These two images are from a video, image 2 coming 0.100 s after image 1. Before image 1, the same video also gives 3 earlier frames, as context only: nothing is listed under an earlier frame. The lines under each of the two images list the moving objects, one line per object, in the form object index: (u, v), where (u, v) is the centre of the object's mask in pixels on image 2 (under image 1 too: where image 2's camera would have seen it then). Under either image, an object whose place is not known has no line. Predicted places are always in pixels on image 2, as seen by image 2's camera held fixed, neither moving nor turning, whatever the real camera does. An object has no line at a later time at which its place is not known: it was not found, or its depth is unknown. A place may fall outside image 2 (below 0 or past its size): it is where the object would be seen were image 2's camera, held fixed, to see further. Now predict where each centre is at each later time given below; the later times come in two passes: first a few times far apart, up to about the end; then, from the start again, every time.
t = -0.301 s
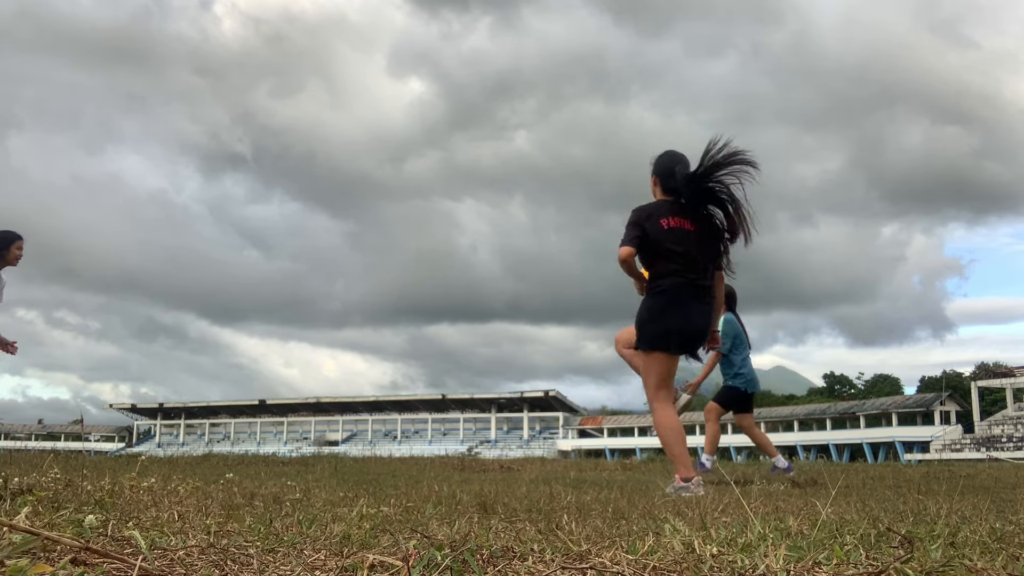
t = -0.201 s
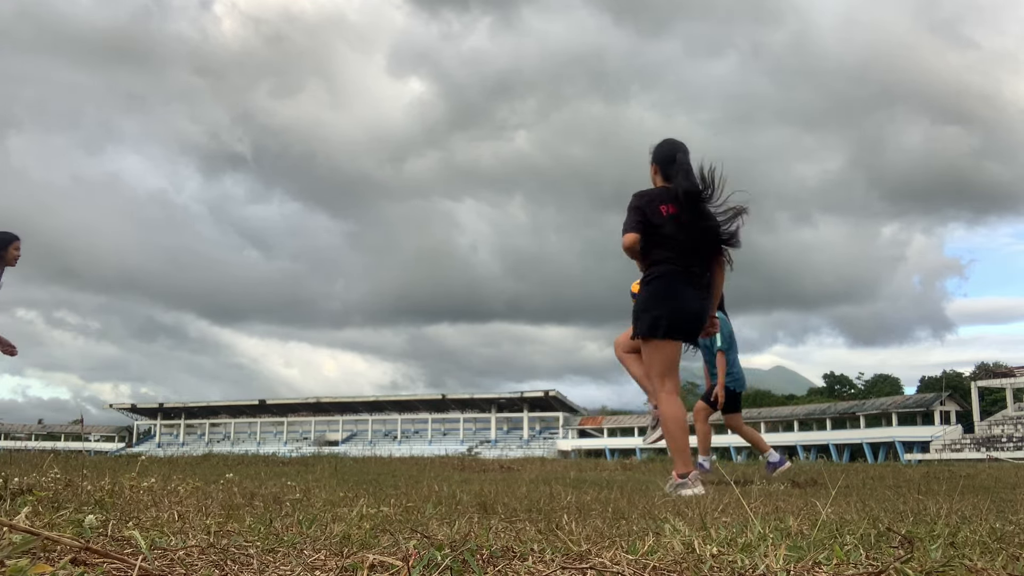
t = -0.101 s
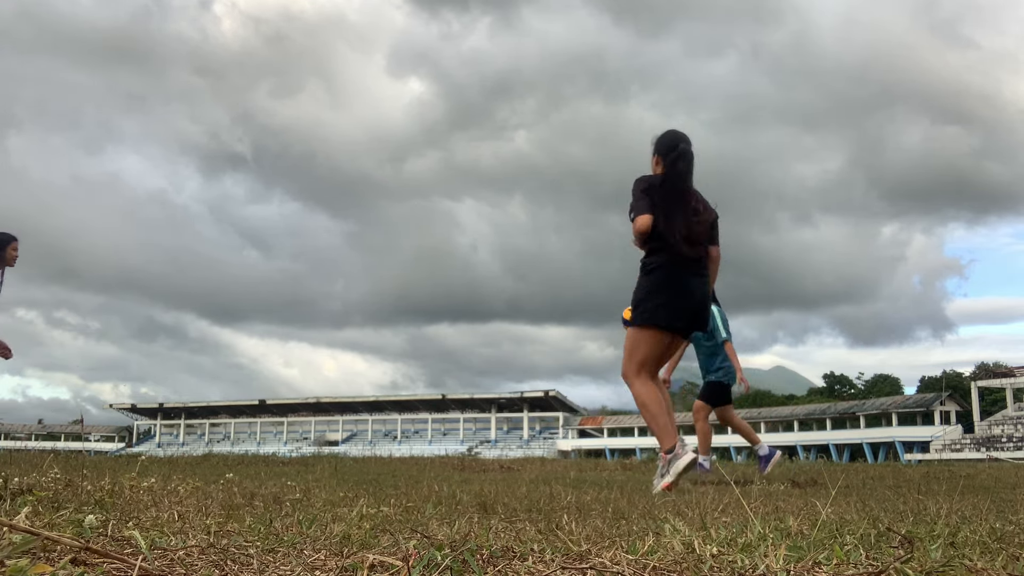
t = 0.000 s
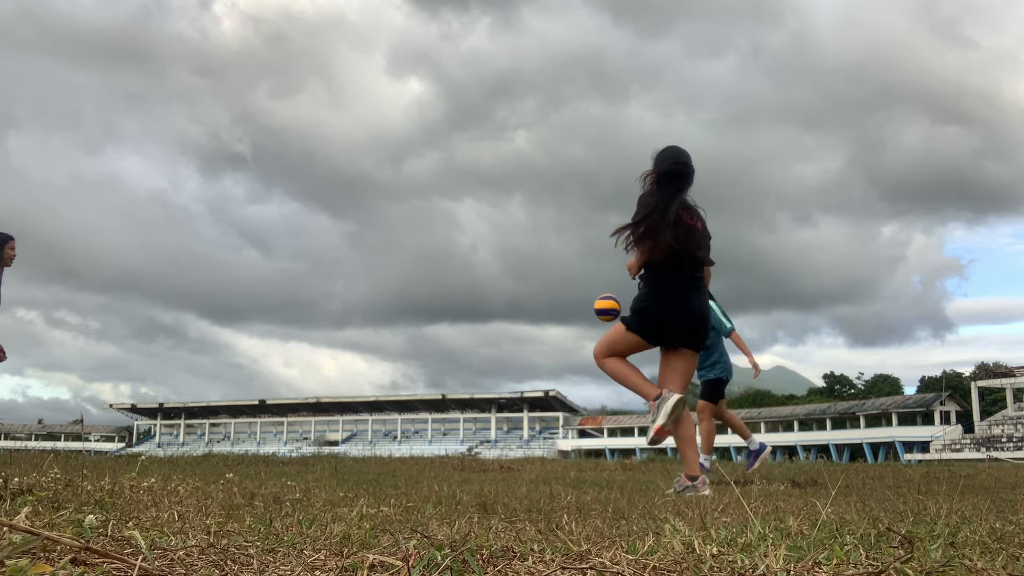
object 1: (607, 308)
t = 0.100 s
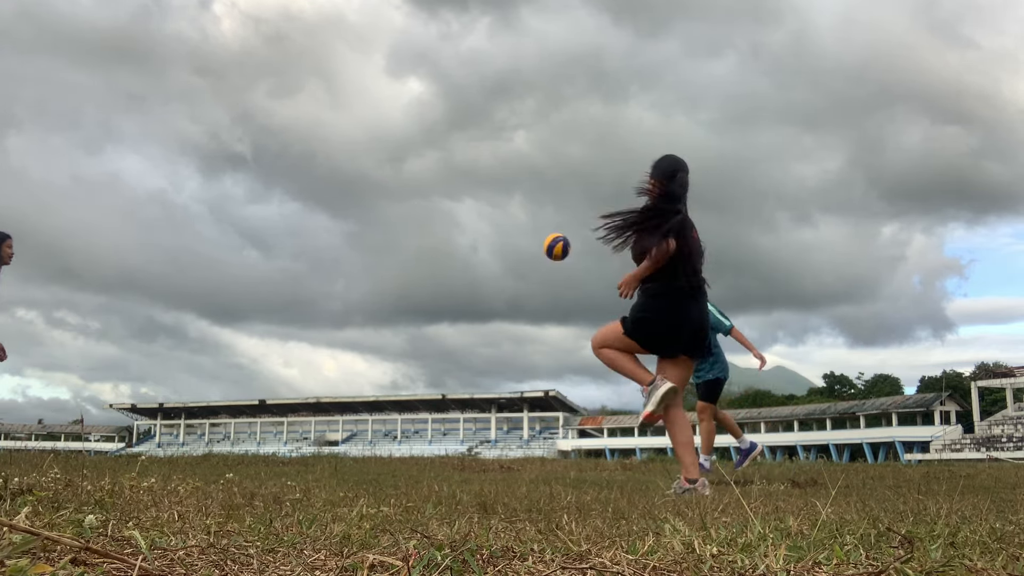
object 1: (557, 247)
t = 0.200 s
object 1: (506, 198)
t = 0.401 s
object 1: (404, 138)
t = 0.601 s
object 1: (297, 129)
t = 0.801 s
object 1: (183, 175)
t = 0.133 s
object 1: (540, 229)
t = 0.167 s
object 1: (523, 213)
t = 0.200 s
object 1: (506, 198)
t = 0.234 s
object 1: (489, 185)
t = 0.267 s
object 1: (472, 173)
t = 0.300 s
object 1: (455, 162)
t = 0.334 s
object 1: (438, 153)
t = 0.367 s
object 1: (421, 145)
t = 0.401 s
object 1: (404, 138)
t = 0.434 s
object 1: (386, 133)
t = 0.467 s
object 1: (369, 129)
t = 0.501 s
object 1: (351, 127)
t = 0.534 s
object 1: (334, 126)
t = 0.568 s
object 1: (315, 127)
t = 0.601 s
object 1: (297, 129)
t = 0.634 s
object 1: (279, 133)
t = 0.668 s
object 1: (261, 138)
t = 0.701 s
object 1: (242, 145)
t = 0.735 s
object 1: (223, 153)
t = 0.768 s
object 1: (203, 163)
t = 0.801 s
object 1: (183, 175)
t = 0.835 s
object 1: (163, 189)
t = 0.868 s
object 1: (143, 204)
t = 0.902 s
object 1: (122, 221)
